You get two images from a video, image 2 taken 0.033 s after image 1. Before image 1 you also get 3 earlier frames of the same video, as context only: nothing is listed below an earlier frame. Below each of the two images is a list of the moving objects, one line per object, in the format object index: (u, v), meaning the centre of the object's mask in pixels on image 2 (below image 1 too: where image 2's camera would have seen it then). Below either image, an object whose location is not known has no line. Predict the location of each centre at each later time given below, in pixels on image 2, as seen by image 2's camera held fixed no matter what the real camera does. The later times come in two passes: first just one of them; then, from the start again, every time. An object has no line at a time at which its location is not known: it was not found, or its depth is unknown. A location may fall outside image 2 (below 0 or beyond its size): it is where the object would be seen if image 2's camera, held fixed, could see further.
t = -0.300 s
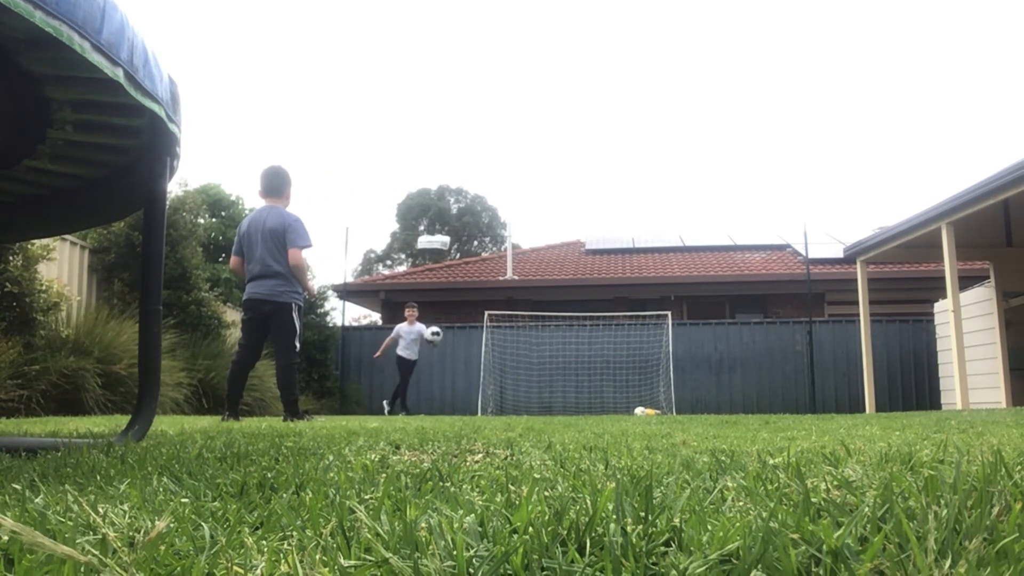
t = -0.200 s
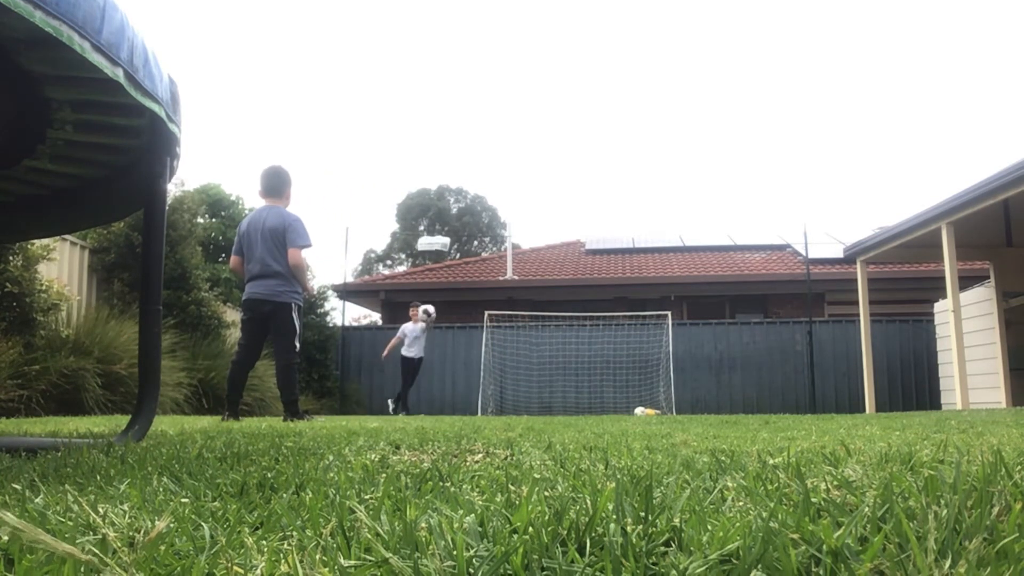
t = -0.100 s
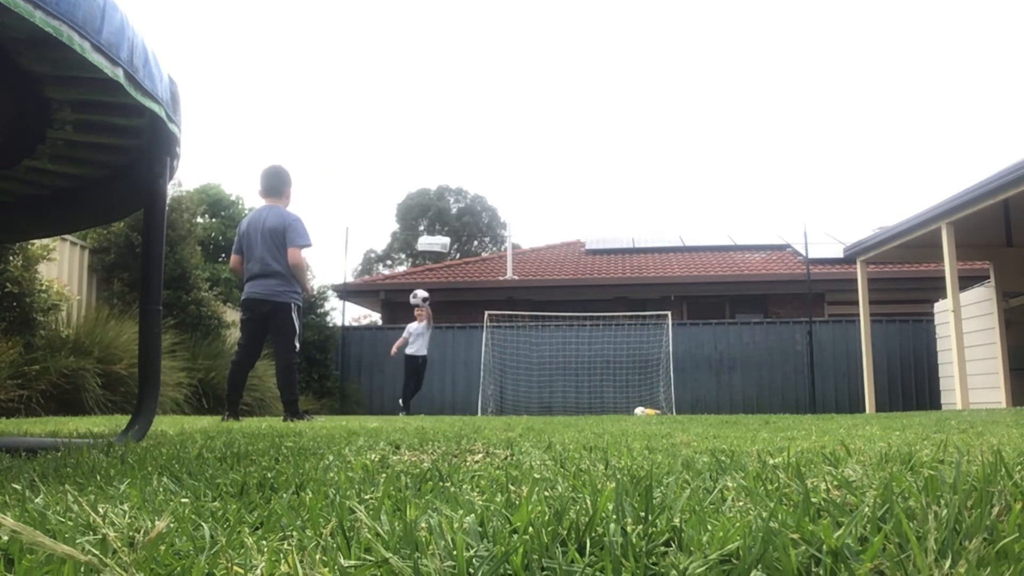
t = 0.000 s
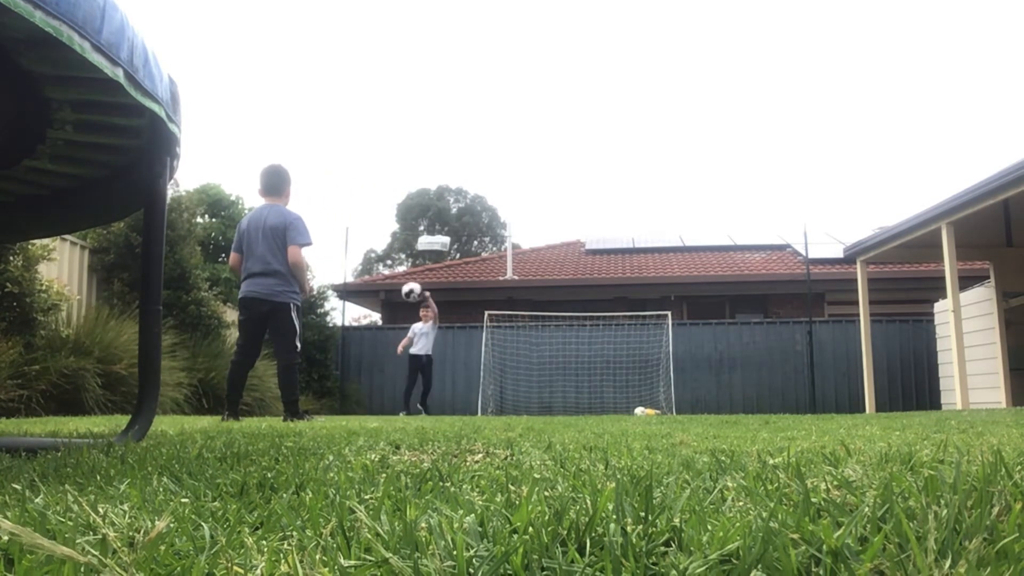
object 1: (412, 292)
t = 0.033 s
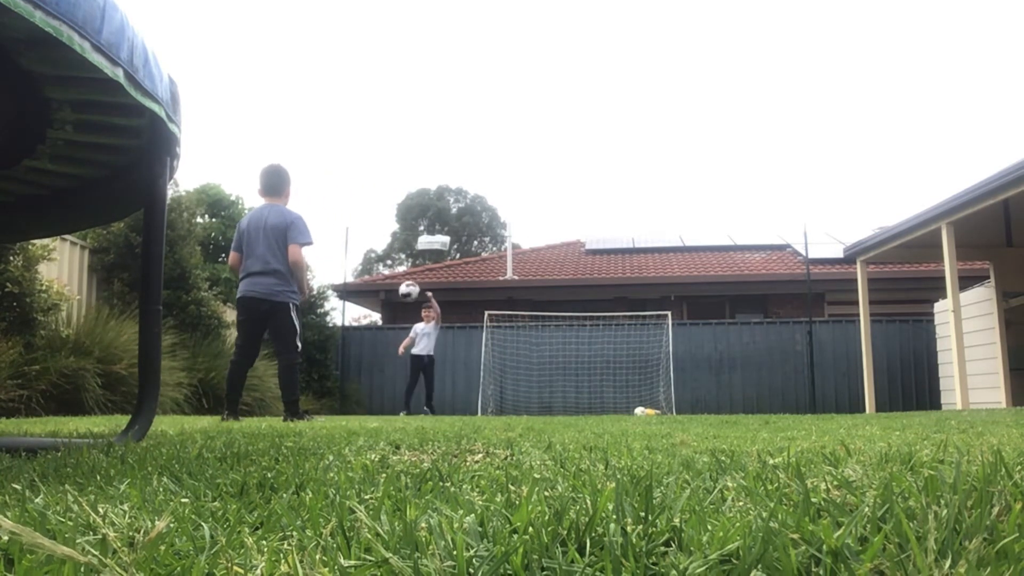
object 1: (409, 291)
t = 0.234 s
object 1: (391, 312)
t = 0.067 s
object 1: (407, 291)
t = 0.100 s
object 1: (404, 293)
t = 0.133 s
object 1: (401, 296)
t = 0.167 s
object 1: (398, 300)
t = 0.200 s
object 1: (395, 304)
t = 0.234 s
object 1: (391, 312)
